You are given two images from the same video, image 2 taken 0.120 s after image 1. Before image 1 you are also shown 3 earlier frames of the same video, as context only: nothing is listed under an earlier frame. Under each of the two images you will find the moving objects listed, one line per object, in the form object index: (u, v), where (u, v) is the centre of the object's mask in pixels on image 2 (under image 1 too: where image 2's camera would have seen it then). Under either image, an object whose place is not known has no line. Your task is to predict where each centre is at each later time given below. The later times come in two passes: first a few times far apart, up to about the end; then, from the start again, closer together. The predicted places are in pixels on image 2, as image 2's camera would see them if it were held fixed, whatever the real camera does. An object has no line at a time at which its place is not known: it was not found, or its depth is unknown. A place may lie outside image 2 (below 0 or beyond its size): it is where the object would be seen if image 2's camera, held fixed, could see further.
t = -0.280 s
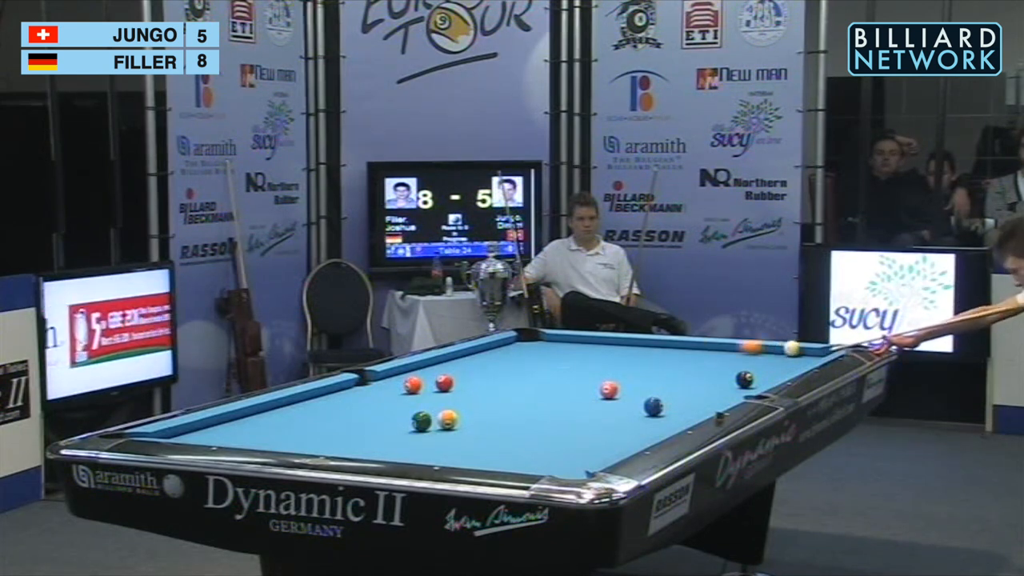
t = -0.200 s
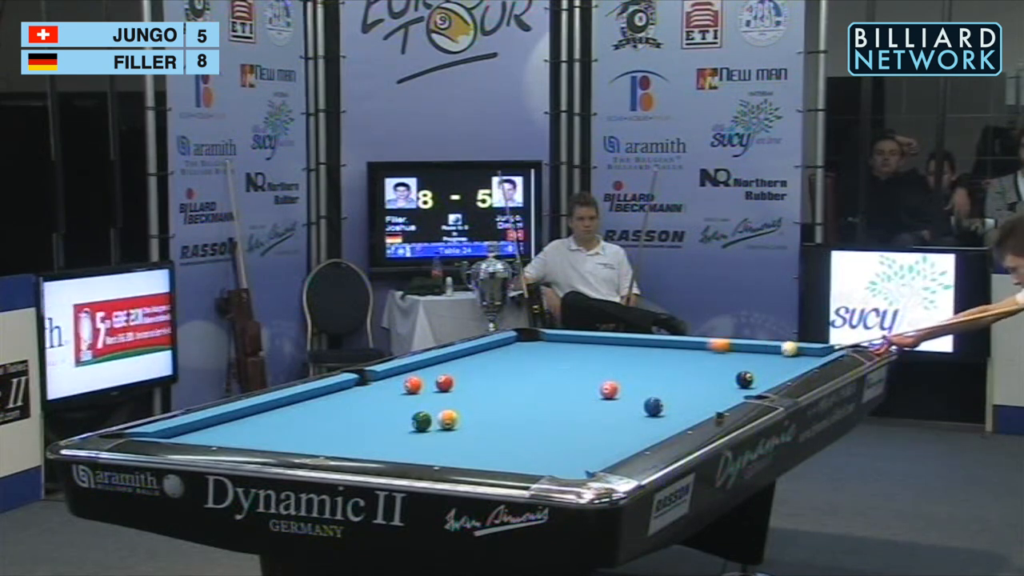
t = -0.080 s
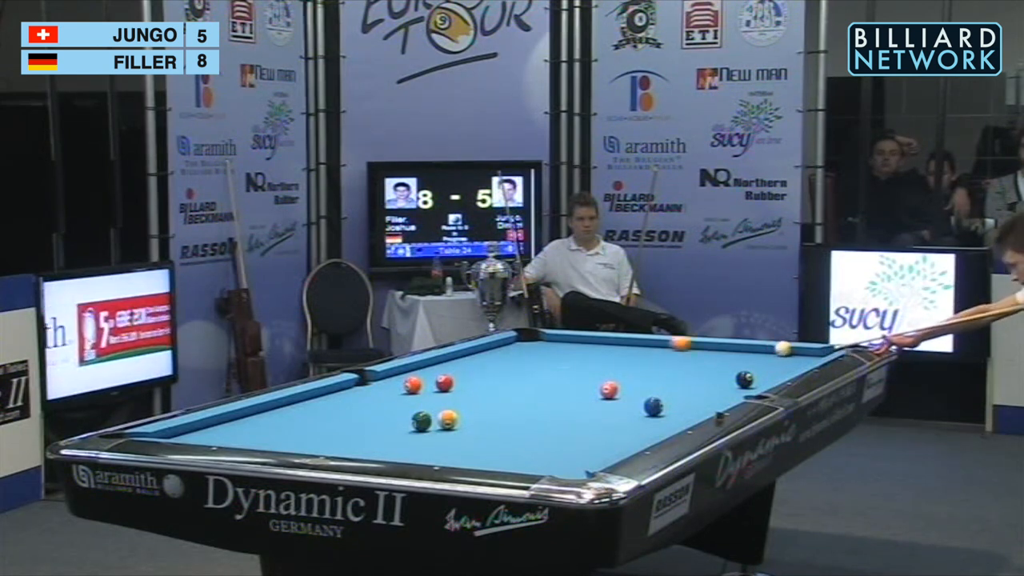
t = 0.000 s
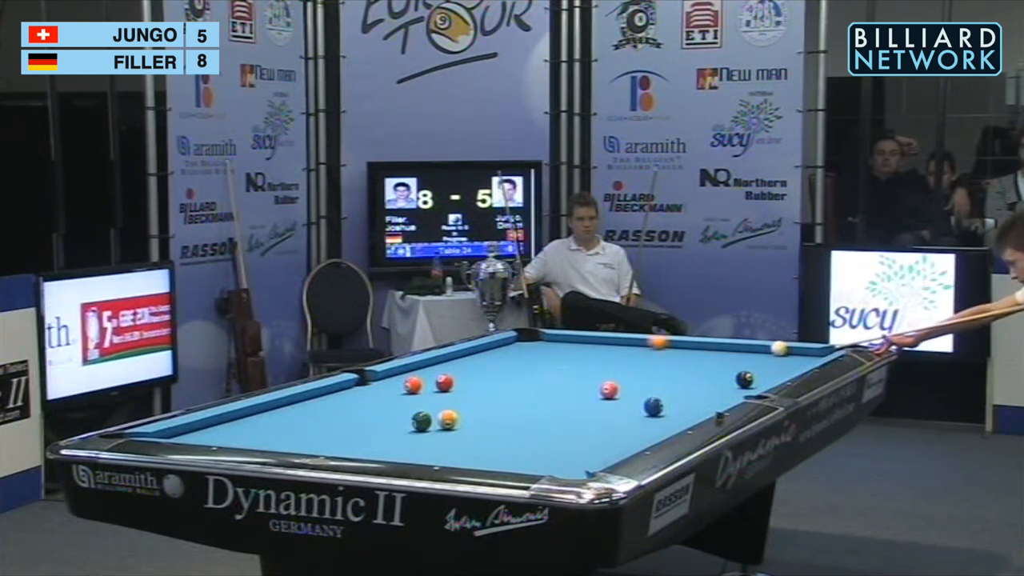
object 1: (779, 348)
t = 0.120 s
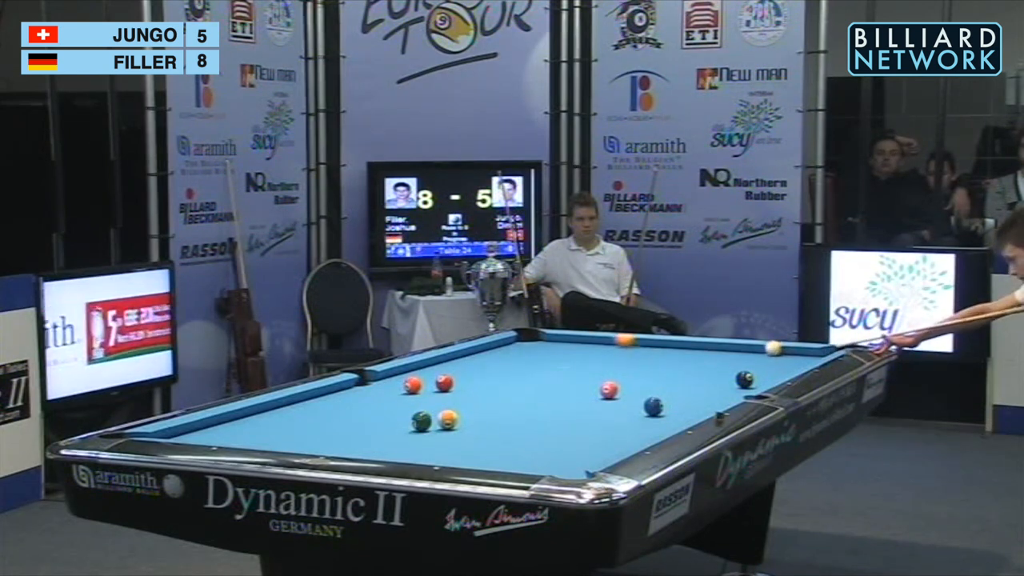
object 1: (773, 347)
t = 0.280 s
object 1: (766, 347)
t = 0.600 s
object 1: (754, 346)
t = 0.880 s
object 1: (745, 346)
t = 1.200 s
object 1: (737, 346)
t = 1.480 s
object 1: (732, 346)
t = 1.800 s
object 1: (728, 345)
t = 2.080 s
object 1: (727, 345)
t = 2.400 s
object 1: (727, 345)
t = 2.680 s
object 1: (727, 345)
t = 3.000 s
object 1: (727, 345)
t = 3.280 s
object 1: (727, 345)
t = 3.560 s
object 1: (727, 345)
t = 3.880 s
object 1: (727, 345)
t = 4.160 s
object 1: (727, 345)
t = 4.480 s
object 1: (727, 345)
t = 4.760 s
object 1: (727, 345)
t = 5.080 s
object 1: (727, 345)
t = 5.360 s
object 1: (727, 345)
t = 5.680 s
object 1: (727, 345)
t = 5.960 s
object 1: (727, 345)
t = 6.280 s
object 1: (727, 345)
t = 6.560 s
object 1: (727, 345)
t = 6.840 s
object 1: (727, 345)
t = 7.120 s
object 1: (727, 345)
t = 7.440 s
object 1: (727, 345)
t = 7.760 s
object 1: (728, 345)
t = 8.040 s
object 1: (728, 345)
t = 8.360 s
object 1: (728, 345)
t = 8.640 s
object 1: (728, 345)
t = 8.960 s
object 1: (727, 345)
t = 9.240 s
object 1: (727, 345)
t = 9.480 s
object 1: (727, 345)
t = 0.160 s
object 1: (771, 347)
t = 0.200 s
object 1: (769, 347)
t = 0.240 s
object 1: (768, 347)
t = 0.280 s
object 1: (766, 347)
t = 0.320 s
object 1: (765, 347)
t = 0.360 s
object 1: (763, 347)
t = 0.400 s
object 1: (761, 347)
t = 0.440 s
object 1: (760, 346)
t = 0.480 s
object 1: (758, 346)
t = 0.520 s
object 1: (757, 347)
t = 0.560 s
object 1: (755, 347)
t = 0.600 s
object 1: (754, 346)
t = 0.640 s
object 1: (752, 346)
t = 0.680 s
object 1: (751, 346)
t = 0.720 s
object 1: (750, 346)
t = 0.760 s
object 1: (748, 346)
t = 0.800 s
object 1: (747, 346)
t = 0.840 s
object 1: (746, 346)
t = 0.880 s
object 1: (745, 346)
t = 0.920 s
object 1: (744, 346)
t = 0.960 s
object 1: (743, 346)
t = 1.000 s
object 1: (742, 346)
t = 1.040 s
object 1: (741, 346)
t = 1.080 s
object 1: (740, 346)
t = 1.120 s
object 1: (739, 346)
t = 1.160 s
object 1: (738, 346)
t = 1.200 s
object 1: (737, 346)
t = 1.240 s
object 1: (737, 346)
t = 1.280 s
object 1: (736, 346)
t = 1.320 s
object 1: (735, 346)
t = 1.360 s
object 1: (734, 346)
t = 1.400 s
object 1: (734, 346)
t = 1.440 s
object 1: (733, 346)
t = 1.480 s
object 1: (732, 346)
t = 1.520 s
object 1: (731, 345)
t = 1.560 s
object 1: (731, 345)
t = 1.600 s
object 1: (731, 345)
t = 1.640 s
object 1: (730, 345)
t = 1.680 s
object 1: (730, 345)
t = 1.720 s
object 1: (729, 345)
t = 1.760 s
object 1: (729, 345)
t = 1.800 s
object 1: (728, 345)
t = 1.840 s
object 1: (728, 345)
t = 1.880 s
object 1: (728, 345)
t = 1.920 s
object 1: (728, 345)
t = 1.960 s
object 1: (728, 345)
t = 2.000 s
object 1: (727, 345)
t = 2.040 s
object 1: (727, 345)
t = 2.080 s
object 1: (727, 345)
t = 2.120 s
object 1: (727, 345)
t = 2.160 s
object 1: (727, 345)
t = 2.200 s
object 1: (727, 345)
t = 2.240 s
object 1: (727, 345)
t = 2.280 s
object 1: (727, 345)
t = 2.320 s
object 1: (727, 345)
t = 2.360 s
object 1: (728, 345)
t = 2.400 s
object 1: (727, 345)
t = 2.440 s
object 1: (727, 345)
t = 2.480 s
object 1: (728, 345)
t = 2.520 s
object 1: (728, 345)
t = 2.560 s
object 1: (727, 345)
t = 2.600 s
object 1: (727, 345)
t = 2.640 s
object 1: (727, 345)
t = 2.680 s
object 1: (727, 345)
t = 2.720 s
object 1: (727, 345)
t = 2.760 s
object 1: (727, 345)
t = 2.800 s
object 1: (727, 345)
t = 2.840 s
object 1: (727, 345)
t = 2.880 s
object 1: (727, 345)
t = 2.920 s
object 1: (727, 345)
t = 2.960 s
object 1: (727, 345)
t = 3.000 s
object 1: (727, 345)
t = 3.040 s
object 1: (727, 345)
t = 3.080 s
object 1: (727, 345)
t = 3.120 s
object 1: (727, 345)
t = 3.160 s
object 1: (727, 345)
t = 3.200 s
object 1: (727, 345)
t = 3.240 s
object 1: (727, 345)
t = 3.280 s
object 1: (727, 345)
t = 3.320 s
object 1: (727, 345)
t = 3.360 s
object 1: (727, 345)
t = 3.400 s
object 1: (727, 345)
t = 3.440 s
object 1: (727, 345)
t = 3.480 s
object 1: (727, 345)
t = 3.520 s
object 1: (728, 345)
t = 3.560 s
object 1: (727, 345)
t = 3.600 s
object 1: (727, 345)
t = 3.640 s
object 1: (728, 345)
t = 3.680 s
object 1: (727, 345)
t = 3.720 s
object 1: (727, 345)
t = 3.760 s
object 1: (727, 345)
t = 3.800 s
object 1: (727, 345)
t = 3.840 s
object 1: (727, 345)
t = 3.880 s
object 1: (727, 345)
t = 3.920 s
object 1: (727, 345)
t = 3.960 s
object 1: (727, 345)
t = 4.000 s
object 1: (727, 345)
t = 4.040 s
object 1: (727, 345)
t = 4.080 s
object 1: (727, 345)
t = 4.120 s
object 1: (727, 345)
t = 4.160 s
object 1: (727, 345)
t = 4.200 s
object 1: (727, 345)
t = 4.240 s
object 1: (727, 345)
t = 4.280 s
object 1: (727, 345)
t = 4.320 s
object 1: (727, 345)
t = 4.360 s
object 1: (727, 345)
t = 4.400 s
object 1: (727, 345)
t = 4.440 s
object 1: (727, 345)
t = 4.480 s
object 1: (727, 345)
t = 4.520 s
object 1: (727, 345)
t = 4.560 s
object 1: (727, 345)
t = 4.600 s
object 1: (727, 345)
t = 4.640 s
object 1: (727, 345)
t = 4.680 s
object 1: (727, 345)
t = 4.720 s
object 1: (727, 345)
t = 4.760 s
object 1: (727, 345)
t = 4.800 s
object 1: (727, 345)
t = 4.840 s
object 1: (727, 345)
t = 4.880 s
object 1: (727, 345)
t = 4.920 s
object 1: (727, 345)
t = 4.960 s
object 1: (727, 345)
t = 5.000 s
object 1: (727, 345)
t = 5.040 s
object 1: (727, 345)
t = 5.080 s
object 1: (727, 345)
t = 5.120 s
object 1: (727, 345)
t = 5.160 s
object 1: (727, 345)
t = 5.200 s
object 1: (727, 345)
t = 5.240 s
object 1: (727, 345)
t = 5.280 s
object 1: (727, 345)
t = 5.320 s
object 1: (727, 345)
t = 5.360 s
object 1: (727, 345)
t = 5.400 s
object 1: (727, 345)
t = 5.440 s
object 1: (727, 345)
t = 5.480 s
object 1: (727, 345)
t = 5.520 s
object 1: (727, 345)
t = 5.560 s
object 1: (727, 345)
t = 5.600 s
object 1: (727, 345)
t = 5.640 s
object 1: (727, 345)
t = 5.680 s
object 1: (727, 345)
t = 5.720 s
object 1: (727, 345)
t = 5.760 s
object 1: (727, 345)
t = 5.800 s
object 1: (727, 345)
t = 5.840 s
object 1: (727, 345)
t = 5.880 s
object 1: (727, 345)
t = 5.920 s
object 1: (727, 345)
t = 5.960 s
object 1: (727, 345)
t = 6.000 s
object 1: (727, 345)
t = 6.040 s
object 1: (727, 345)
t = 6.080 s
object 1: (727, 345)
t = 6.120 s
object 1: (727, 345)
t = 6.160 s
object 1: (727, 345)
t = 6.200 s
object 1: (727, 345)
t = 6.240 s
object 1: (727, 345)
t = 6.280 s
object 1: (727, 345)
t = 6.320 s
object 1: (727, 345)
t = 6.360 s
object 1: (727, 345)
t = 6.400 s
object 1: (727, 345)
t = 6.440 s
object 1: (727, 345)
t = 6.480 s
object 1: (727, 345)
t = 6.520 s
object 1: (727, 345)
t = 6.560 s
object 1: (727, 345)
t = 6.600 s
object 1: (727, 345)
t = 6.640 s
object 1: (727, 345)
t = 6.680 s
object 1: (727, 345)
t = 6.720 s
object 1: (727, 345)
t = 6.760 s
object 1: (727, 345)
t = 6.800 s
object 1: (727, 345)
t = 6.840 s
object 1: (727, 345)
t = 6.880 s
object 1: (727, 345)
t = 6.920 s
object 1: (727, 345)
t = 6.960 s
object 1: (727, 345)
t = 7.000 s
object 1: (727, 345)
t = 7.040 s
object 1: (727, 345)
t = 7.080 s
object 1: (727, 345)
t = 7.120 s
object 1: (727, 345)
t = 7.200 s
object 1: (727, 345)
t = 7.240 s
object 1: (727, 345)
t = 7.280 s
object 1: (728, 345)
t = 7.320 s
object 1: (727, 345)
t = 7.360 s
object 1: (728, 345)
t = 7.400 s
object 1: (727, 345)
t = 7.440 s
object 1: (727, 345)
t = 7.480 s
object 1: (728, 345)
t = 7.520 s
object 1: (728, 345)
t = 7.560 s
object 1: (728, 345)
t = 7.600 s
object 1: (727, 345)
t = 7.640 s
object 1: (727, 345)
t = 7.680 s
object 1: (727, 345)
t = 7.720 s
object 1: (728, 345)
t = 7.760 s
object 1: (728, 345)
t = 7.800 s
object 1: (728, 345)
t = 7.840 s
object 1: (727, 345)
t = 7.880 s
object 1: (727, 345)
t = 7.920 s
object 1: (728, 345)
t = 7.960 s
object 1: (728, 345)
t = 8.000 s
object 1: (728, 345)
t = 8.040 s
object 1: (728, 345)
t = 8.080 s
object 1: (727, 345)
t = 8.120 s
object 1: (728, 345)
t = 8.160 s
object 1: (728, 345)
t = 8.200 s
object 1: (728, 345)
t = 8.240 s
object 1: (728, 345)
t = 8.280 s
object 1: (728, 345)
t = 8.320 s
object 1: (728, 345)
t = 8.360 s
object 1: (728, 345)
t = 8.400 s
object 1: (728, 345)
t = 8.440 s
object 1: (728, 345)
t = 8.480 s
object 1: (728, 345)
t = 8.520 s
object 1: (728, 345)
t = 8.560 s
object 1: (727, 345)
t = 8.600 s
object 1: (728, 345)
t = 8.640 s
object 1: (728, 345)
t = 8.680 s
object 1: (727, 345)
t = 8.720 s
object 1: (727, 345)
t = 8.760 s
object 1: (727, 345)
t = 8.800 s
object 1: (727, 345)
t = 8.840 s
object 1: (727, 345)
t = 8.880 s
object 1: (728, 345)
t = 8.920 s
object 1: (727, 345)
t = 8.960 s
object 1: (727, 345)
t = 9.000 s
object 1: (727, 345)
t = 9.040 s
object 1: (727, 345)
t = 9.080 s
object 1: (727, 345)
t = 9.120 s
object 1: (727, 345)
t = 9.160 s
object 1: (727, 345)
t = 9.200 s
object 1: (727, 345)
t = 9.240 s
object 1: (727, 345)
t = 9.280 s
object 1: (727, 345)
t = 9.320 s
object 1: (727, 345)
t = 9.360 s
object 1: (727, 345)
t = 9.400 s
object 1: (728, 345)
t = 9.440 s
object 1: (727, 345)
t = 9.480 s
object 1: (727, 345)
